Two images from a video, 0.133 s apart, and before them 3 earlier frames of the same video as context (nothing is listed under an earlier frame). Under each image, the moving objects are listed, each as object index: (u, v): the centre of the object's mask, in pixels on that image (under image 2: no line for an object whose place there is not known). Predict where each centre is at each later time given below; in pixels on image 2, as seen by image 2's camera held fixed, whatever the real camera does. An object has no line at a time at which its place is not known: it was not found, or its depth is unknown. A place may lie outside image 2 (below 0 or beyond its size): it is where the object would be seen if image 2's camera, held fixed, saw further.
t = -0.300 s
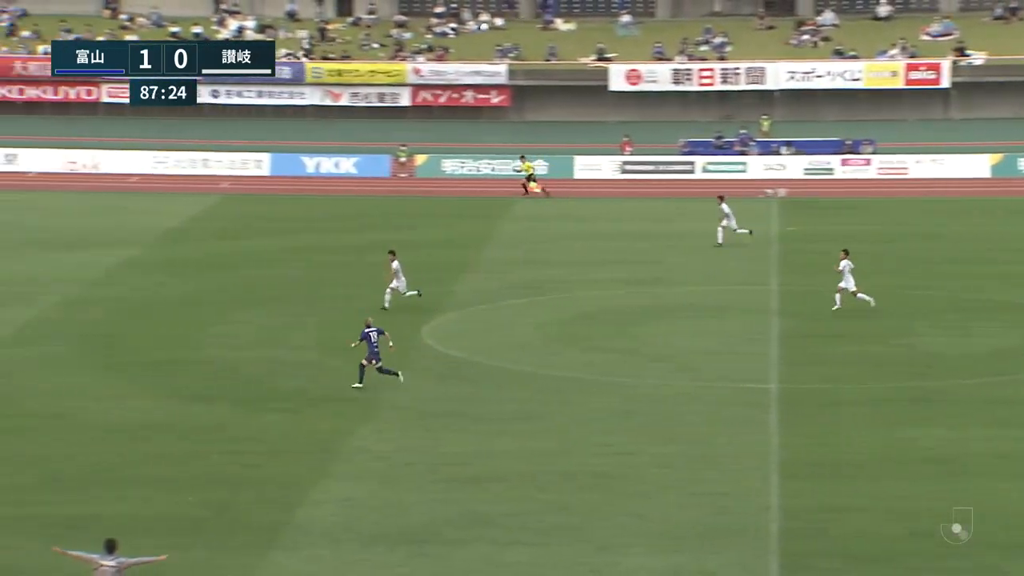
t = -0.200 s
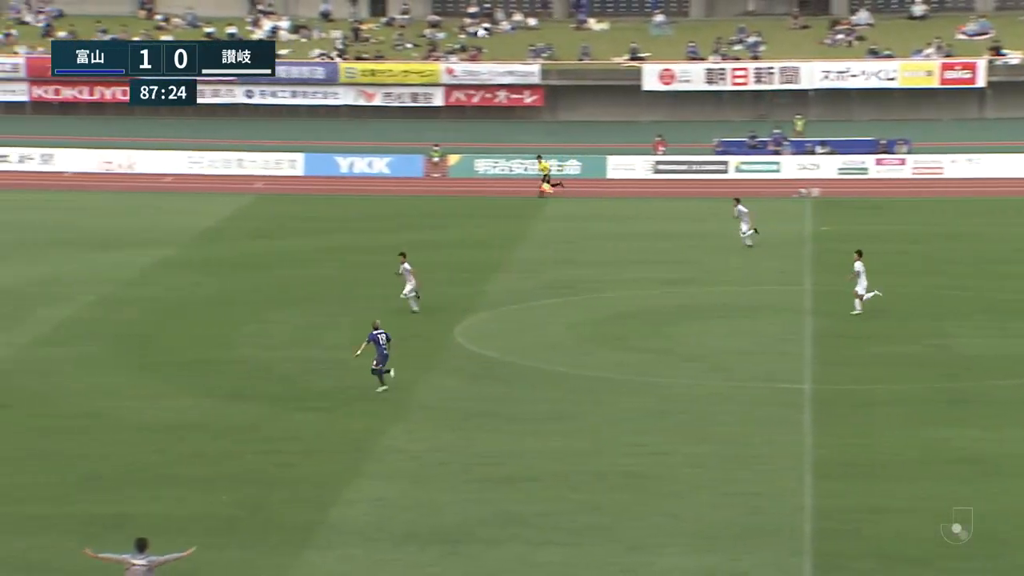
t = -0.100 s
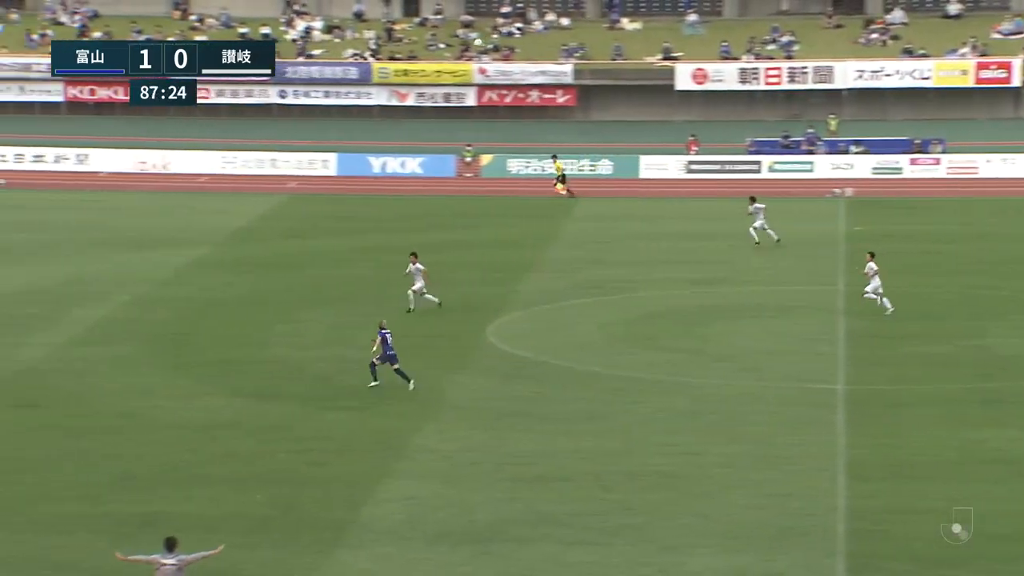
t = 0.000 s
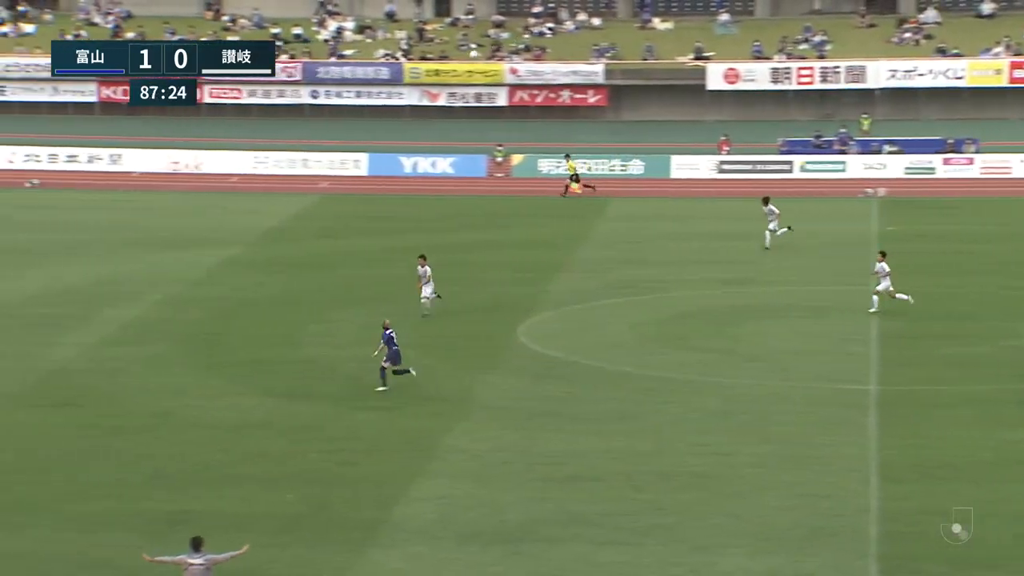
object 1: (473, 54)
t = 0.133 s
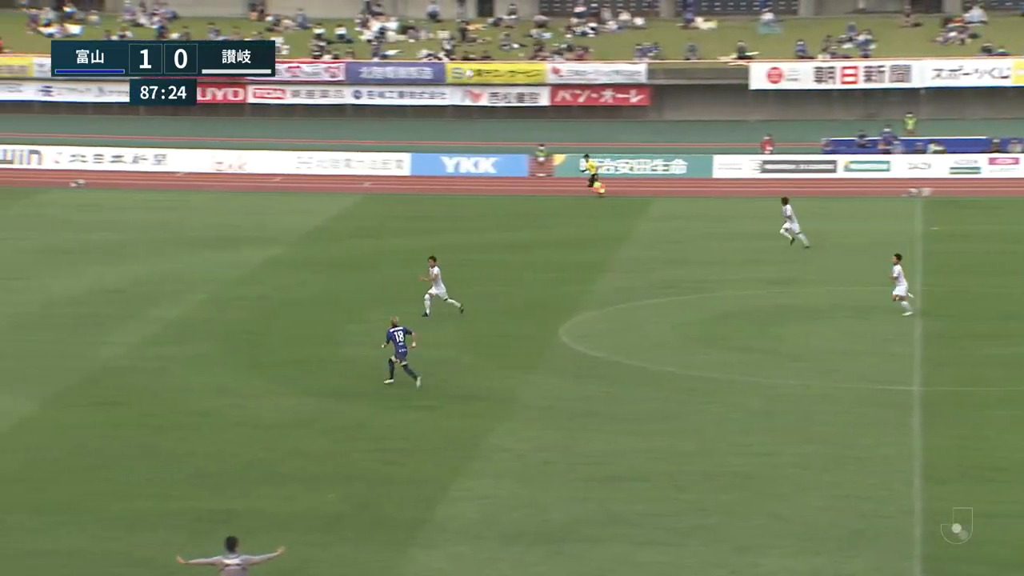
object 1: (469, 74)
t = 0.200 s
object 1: (445, 86)
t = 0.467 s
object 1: (352, 144)
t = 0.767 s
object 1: (245, 235)
